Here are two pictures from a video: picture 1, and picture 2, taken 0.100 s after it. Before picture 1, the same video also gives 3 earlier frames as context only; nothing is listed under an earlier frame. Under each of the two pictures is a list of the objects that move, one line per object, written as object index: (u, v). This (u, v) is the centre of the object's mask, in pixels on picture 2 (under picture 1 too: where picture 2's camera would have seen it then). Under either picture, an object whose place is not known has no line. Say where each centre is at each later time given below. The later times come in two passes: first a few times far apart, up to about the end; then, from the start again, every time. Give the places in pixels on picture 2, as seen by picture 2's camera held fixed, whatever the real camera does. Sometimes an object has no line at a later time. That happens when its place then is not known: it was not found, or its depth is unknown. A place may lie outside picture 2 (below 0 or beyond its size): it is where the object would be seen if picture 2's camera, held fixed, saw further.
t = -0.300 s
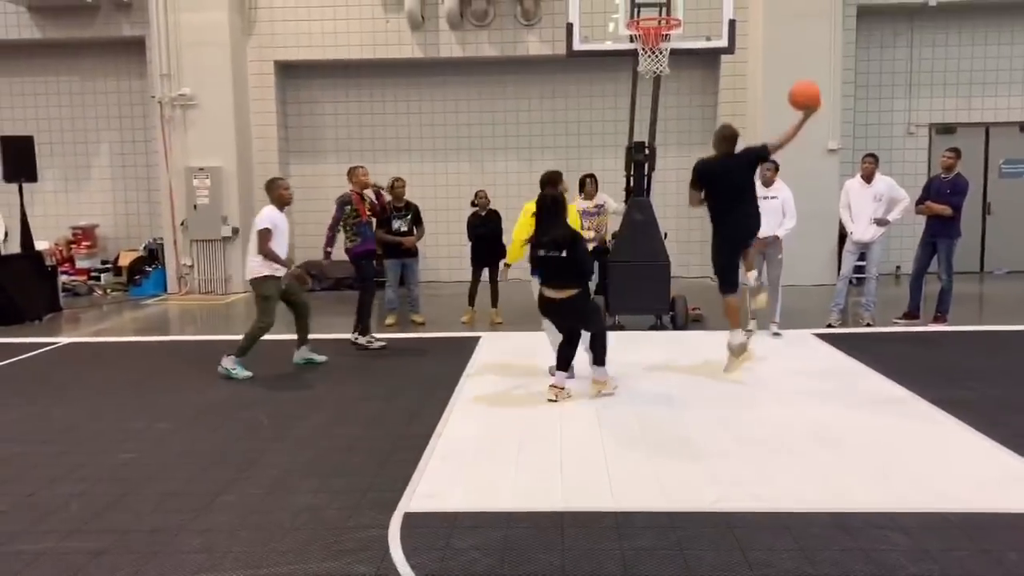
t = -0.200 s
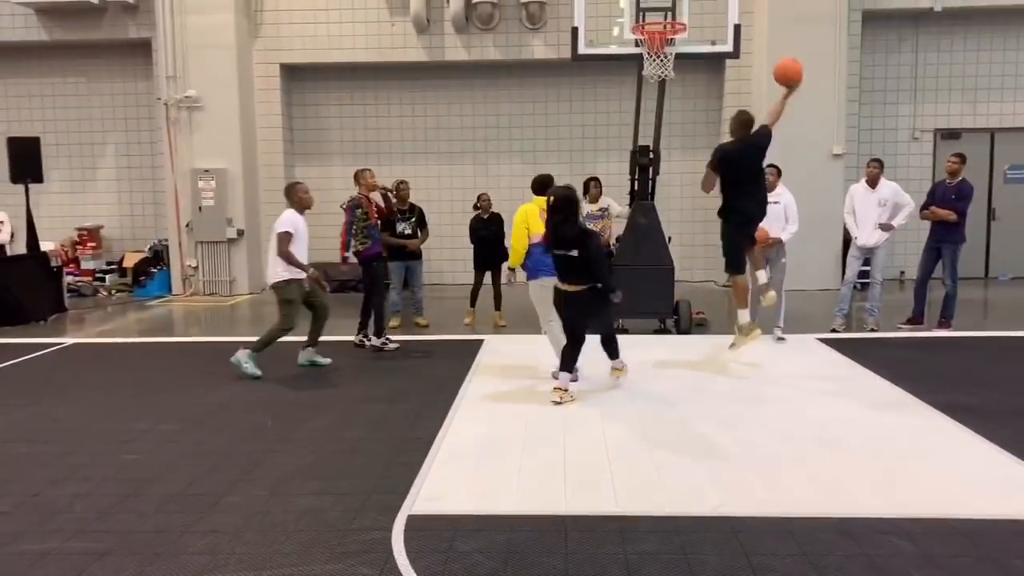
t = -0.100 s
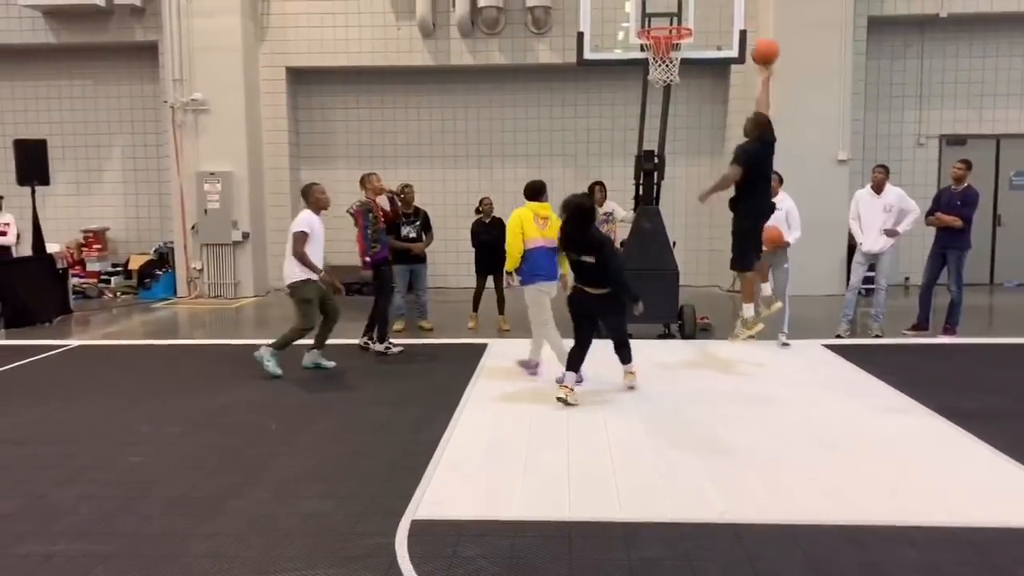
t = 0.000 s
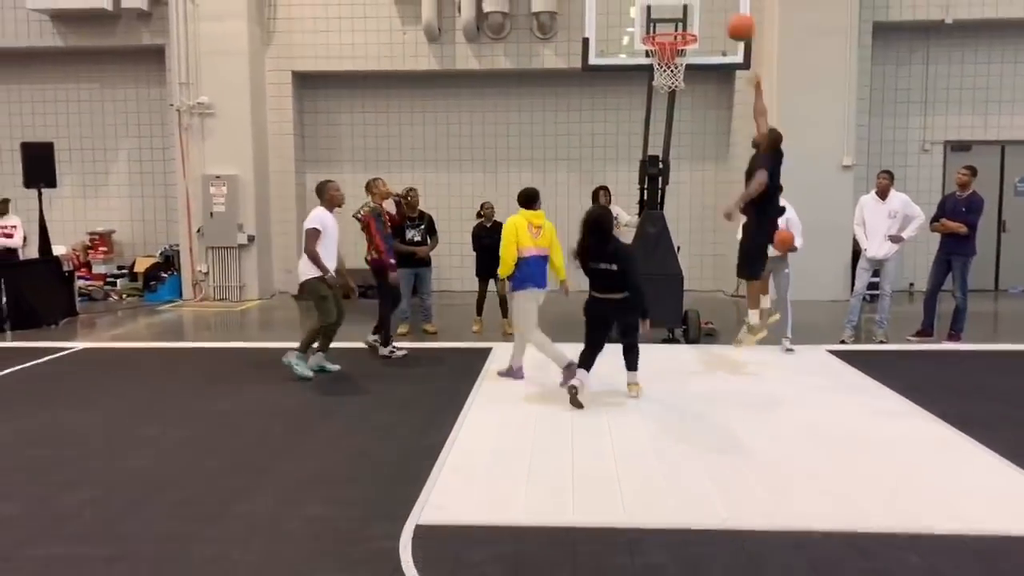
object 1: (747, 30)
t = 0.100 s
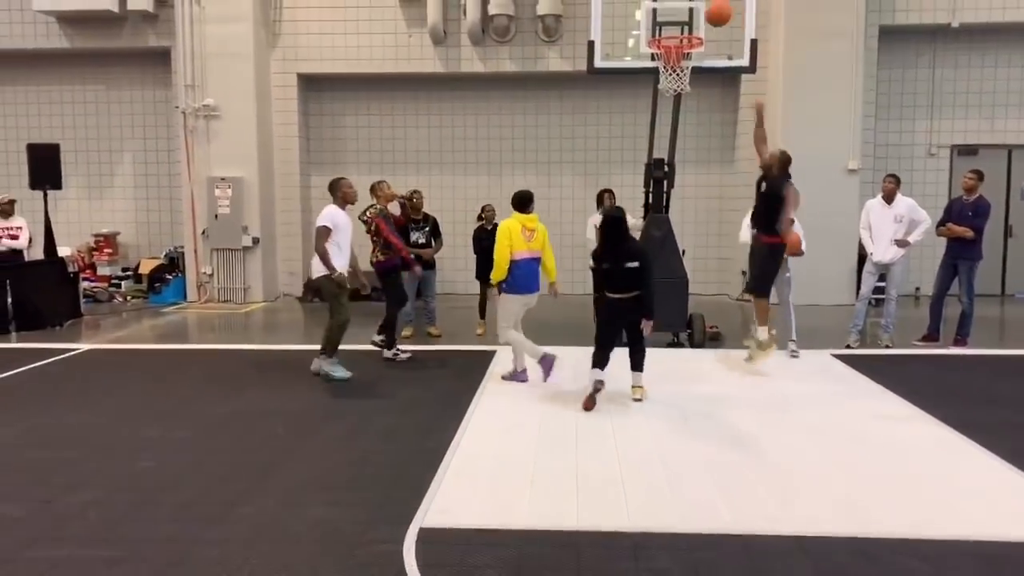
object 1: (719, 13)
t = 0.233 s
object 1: (682, 8)
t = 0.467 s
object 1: (655, 13)
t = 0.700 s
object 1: (619, 38)
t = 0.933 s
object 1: (583, 98)
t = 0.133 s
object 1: (709, 11)
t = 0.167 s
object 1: (699, 9)
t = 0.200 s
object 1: (691, 9)
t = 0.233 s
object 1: (682, 8)
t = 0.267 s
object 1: (675, 7)
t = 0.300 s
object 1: (672, 6)
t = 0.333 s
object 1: (669, 5)
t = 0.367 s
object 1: (666, 5)
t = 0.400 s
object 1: (662, 5)
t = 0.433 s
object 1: (659, 9)
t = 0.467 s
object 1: (655, 13)
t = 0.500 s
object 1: (651, 18)
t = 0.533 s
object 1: (647, 25)
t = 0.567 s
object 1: (643, 26)
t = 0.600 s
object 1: (638, 28)
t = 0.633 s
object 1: (631, 31)
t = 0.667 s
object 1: (626, 33)
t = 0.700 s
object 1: (619, 38)
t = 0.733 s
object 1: (617, 44)
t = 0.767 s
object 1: (610, 48)
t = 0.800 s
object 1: (603, 56)
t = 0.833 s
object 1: (600, 64)
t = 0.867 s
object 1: (594, 75)
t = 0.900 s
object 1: (589, 86)
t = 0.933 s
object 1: (583, 98)
